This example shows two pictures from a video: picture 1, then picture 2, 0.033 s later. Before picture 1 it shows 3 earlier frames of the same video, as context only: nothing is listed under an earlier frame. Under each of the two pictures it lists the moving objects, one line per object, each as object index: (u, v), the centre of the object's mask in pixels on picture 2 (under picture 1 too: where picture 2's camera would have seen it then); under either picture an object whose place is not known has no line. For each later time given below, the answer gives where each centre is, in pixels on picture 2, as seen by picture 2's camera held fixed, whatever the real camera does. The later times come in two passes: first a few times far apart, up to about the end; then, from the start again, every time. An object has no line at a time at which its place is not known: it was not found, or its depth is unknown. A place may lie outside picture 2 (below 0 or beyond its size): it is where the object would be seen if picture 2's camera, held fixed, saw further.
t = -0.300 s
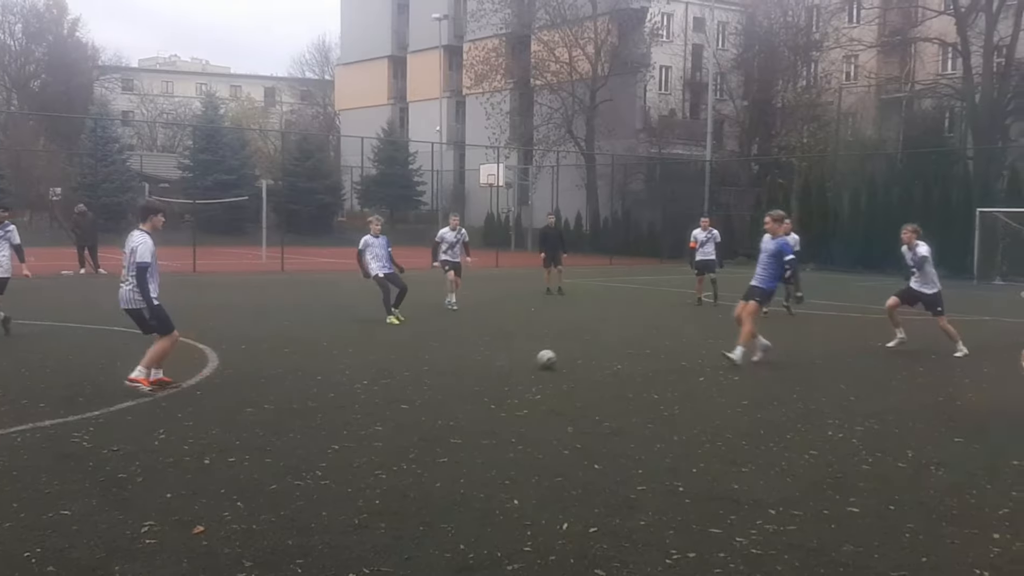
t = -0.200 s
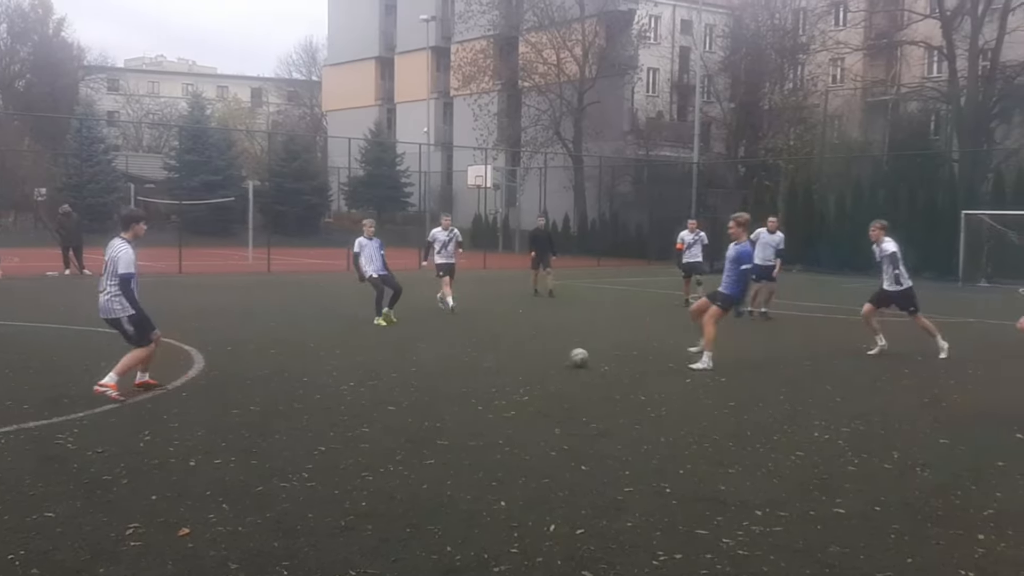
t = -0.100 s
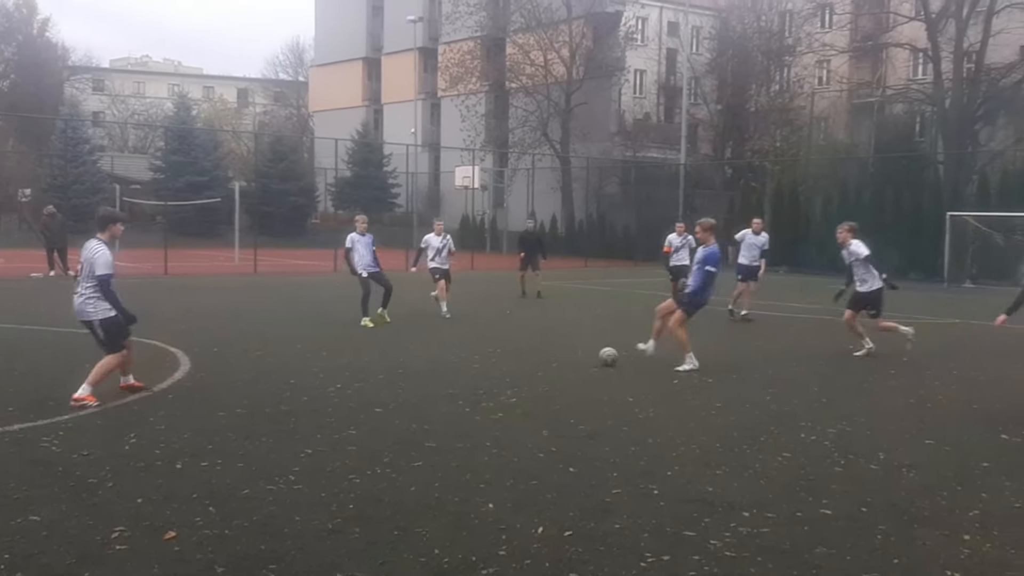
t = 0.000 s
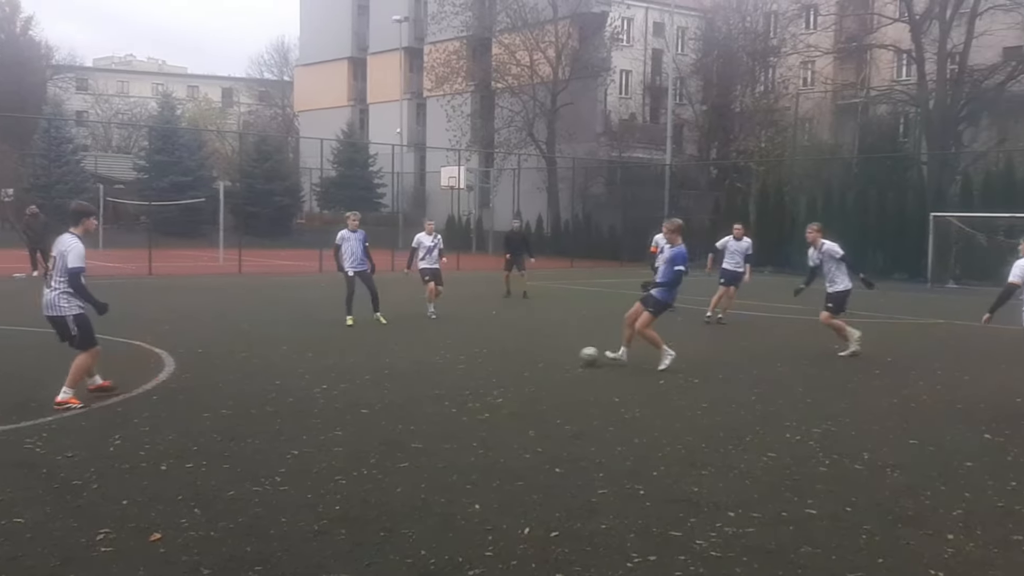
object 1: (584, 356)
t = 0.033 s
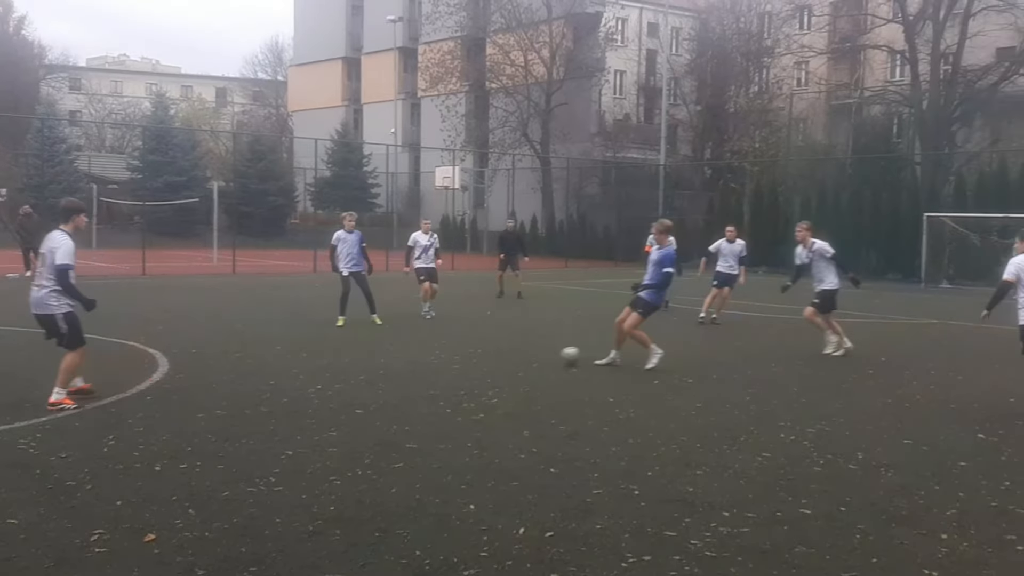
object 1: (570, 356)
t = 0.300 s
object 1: (476, 360)
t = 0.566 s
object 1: (410, 365)
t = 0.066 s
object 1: (556, 357)
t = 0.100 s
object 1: (543, 359)
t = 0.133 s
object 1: (531, 358)
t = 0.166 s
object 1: (520, 357)
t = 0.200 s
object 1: (508, 358)
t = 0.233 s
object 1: (497, 360)
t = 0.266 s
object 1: (485, 361)
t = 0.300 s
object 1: (476, 360)
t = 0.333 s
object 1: (467, 360)
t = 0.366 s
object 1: (458, 360)
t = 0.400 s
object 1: (449, 362)
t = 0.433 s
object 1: (440, 364)
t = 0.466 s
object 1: (434, 363)
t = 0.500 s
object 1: (426, 363)
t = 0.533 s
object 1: (418, 364)
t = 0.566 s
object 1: (410, 365)
